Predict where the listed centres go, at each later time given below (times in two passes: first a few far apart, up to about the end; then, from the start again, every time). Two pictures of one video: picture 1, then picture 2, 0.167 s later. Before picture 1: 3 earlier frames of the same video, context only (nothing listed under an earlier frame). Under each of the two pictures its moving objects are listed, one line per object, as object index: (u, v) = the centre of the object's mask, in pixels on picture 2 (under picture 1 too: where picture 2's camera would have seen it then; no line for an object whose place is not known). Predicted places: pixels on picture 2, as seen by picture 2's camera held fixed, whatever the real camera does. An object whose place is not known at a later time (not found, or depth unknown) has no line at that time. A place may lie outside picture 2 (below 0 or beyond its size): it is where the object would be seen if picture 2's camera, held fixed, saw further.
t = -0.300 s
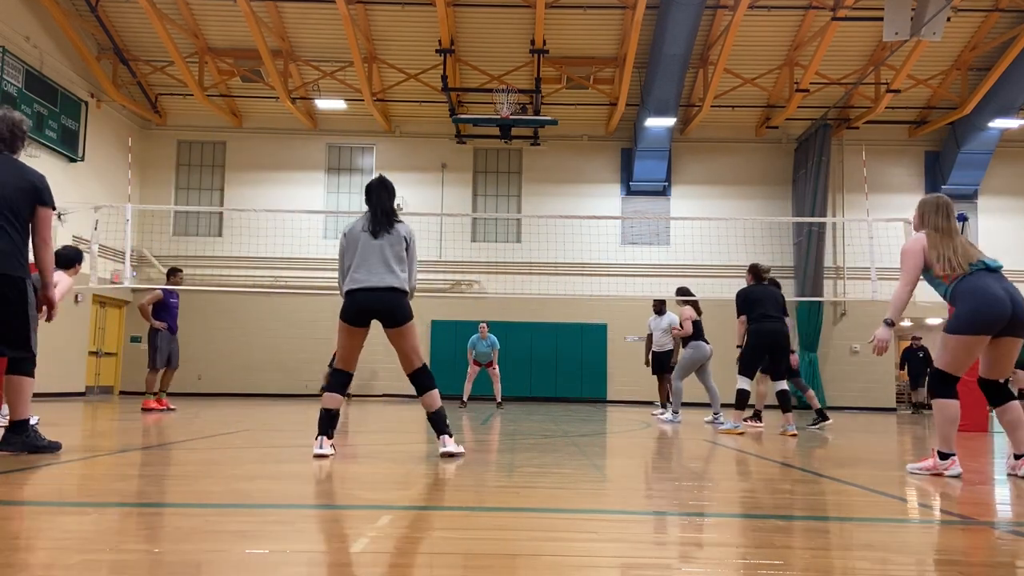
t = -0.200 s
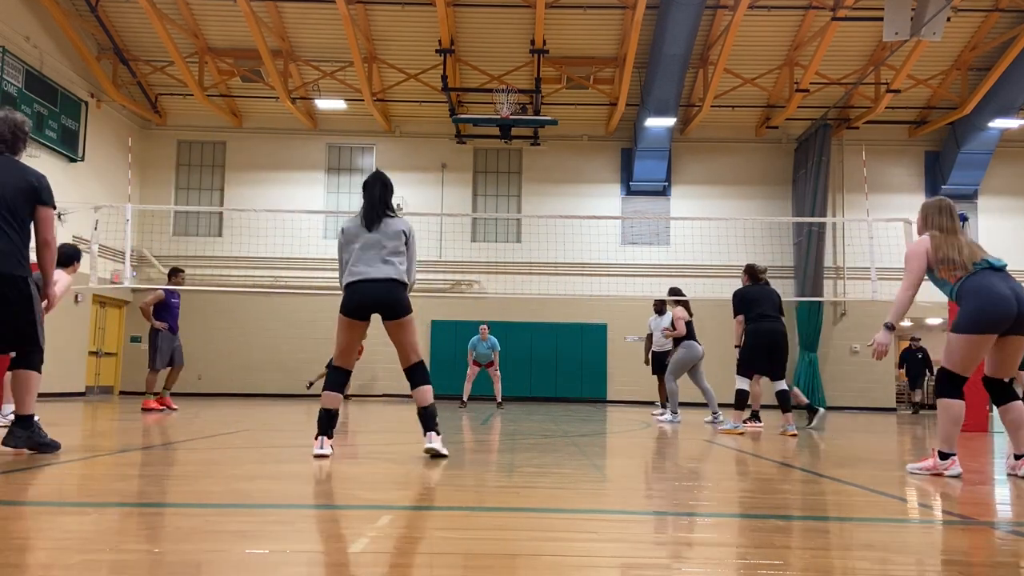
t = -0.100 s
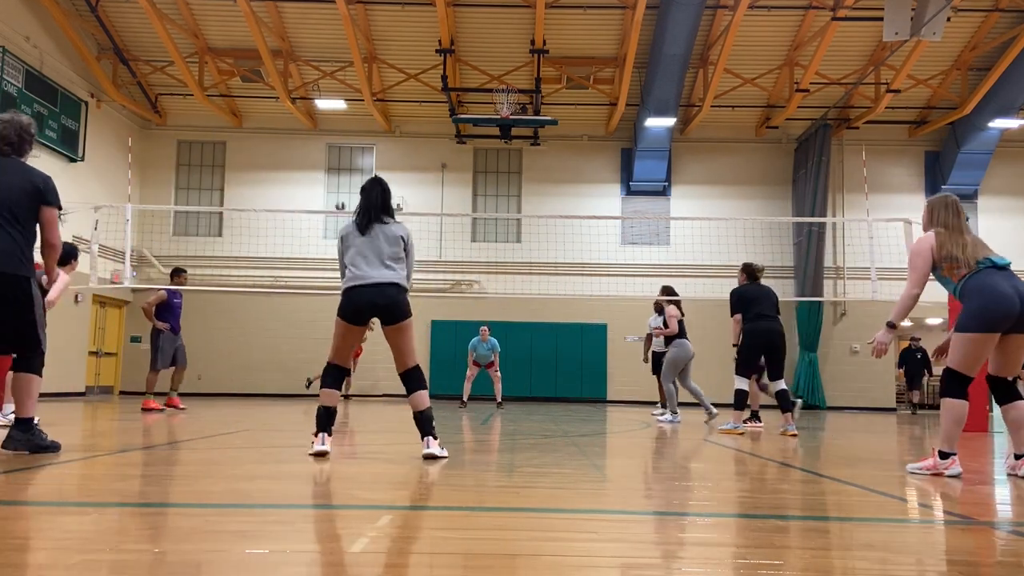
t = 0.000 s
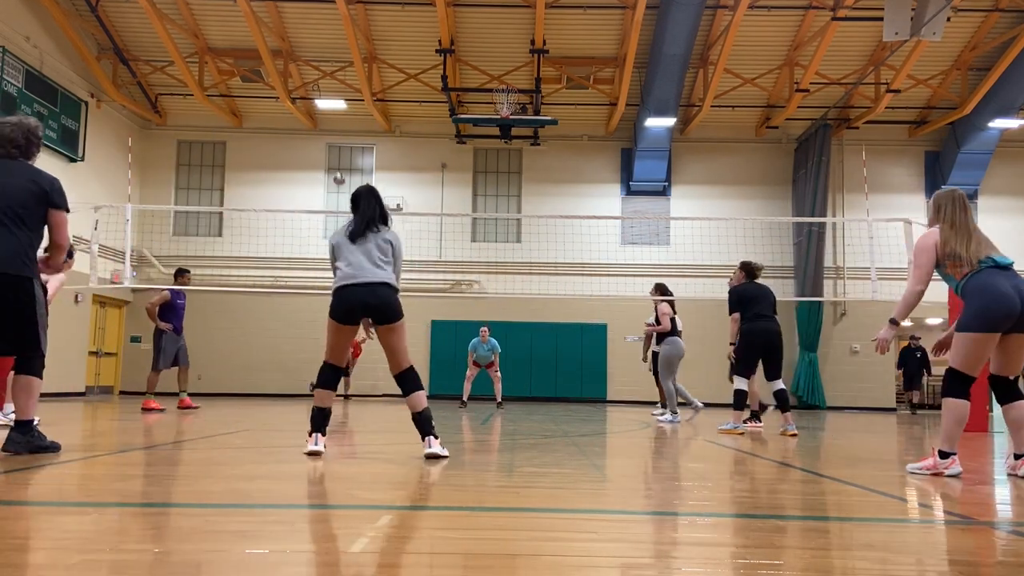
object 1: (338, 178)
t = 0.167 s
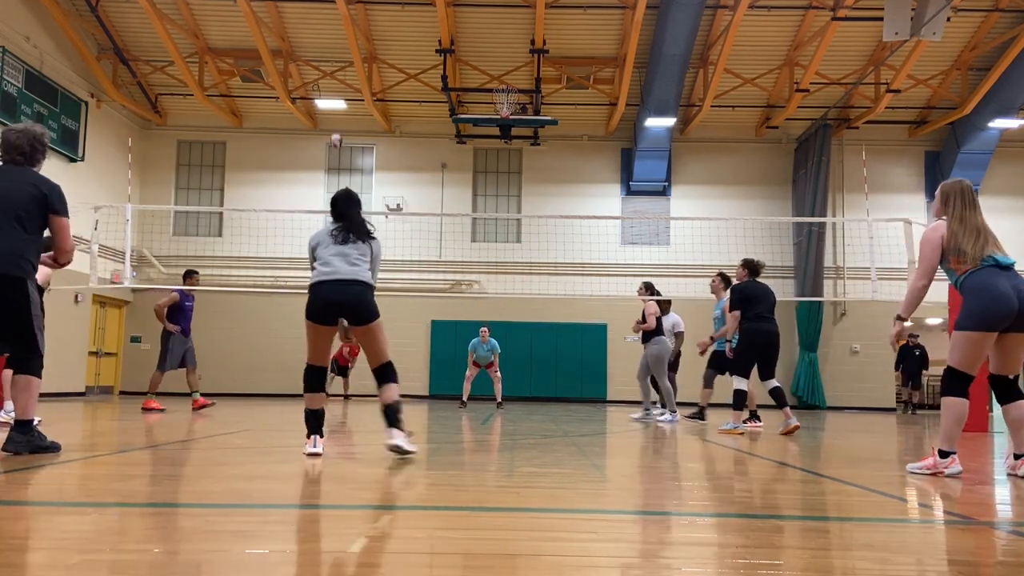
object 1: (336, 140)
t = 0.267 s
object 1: (332, 122)
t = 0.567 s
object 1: (307, 106)
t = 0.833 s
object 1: (268, 159)
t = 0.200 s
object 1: (335, 134)
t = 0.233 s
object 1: (333, 127)
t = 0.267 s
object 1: (332, 122)
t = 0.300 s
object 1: (329, 117)
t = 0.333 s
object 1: (328, 114)
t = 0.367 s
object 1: (324, 108)
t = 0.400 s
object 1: (322, 107)
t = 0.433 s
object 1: (320, 105)
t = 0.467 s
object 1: (317, 103)
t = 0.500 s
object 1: (315, 103)
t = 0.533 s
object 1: (312, 103)
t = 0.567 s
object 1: (307, 106)
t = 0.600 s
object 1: (305, 108)
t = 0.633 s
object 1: (300, 112)
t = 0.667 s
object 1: (296, 116)
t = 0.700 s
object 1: (290, 122)
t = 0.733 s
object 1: (285, 129)
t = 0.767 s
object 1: (280, 138)
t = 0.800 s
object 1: (274, 147)
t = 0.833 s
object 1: (268, 159)
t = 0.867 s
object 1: (262, 173)
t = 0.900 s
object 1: (254, 191)
